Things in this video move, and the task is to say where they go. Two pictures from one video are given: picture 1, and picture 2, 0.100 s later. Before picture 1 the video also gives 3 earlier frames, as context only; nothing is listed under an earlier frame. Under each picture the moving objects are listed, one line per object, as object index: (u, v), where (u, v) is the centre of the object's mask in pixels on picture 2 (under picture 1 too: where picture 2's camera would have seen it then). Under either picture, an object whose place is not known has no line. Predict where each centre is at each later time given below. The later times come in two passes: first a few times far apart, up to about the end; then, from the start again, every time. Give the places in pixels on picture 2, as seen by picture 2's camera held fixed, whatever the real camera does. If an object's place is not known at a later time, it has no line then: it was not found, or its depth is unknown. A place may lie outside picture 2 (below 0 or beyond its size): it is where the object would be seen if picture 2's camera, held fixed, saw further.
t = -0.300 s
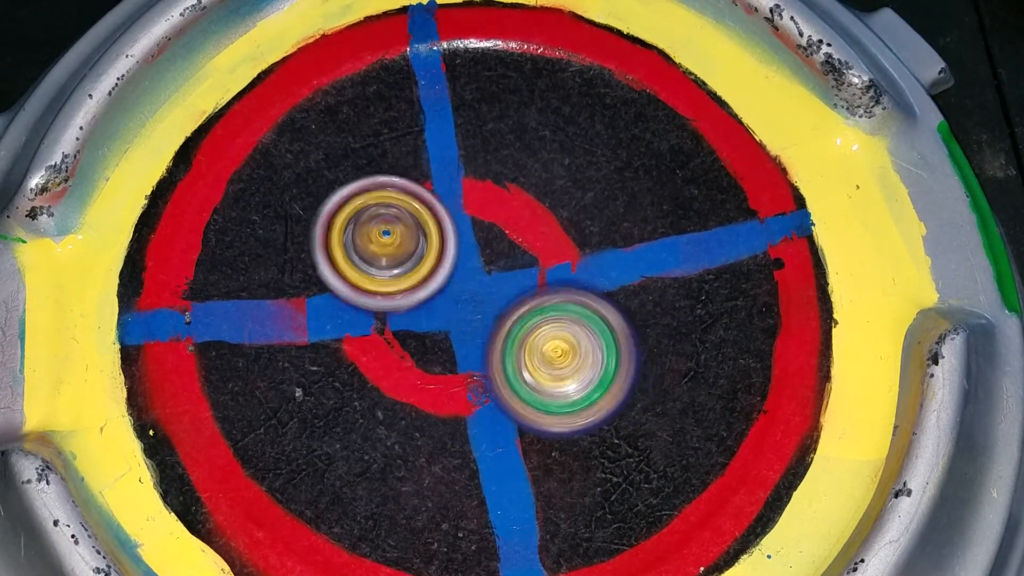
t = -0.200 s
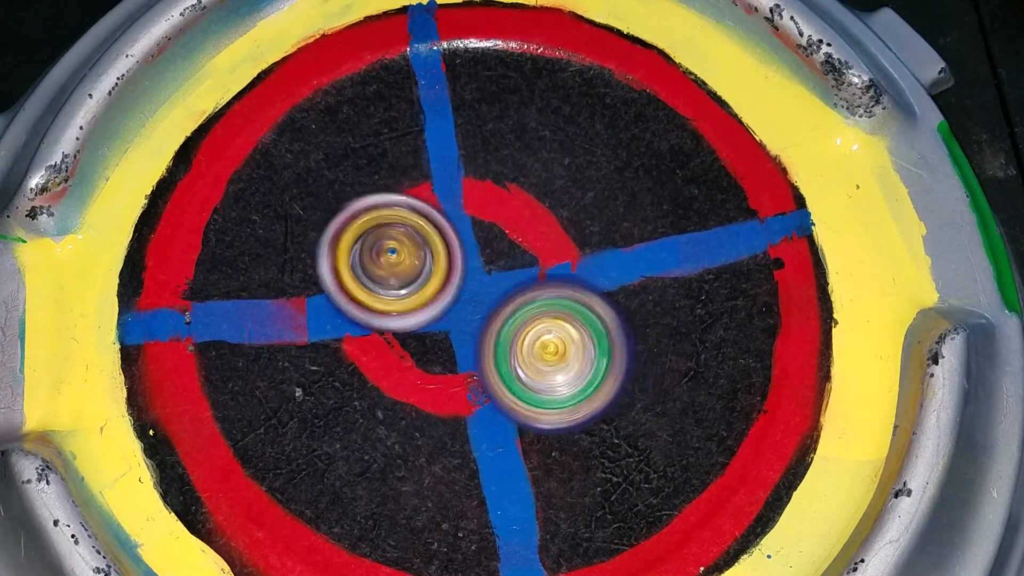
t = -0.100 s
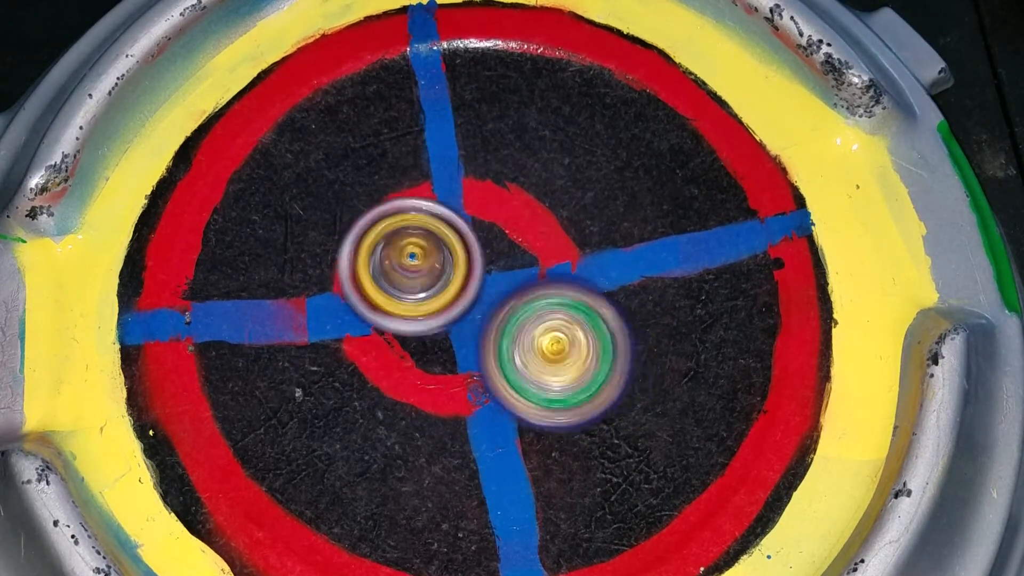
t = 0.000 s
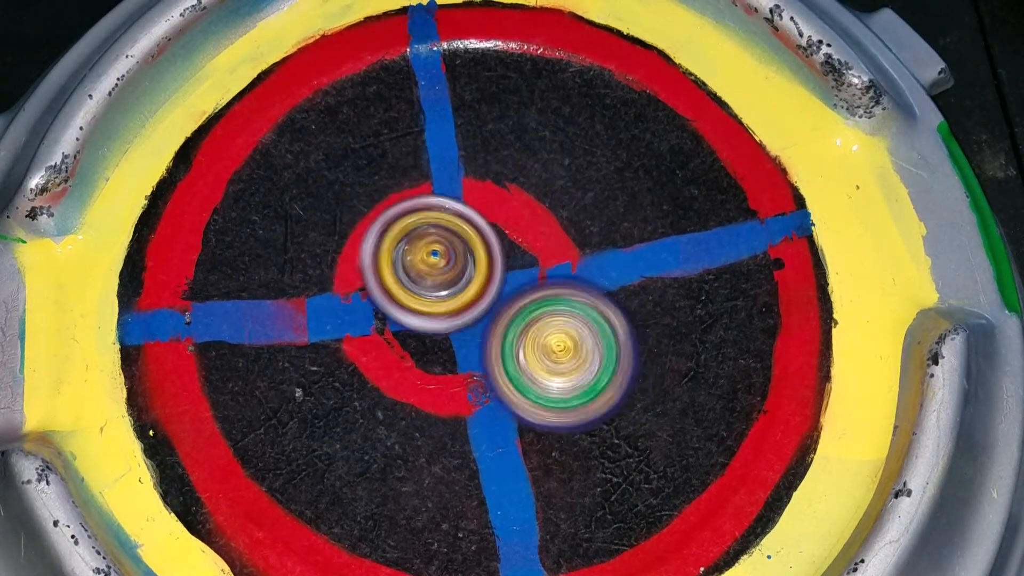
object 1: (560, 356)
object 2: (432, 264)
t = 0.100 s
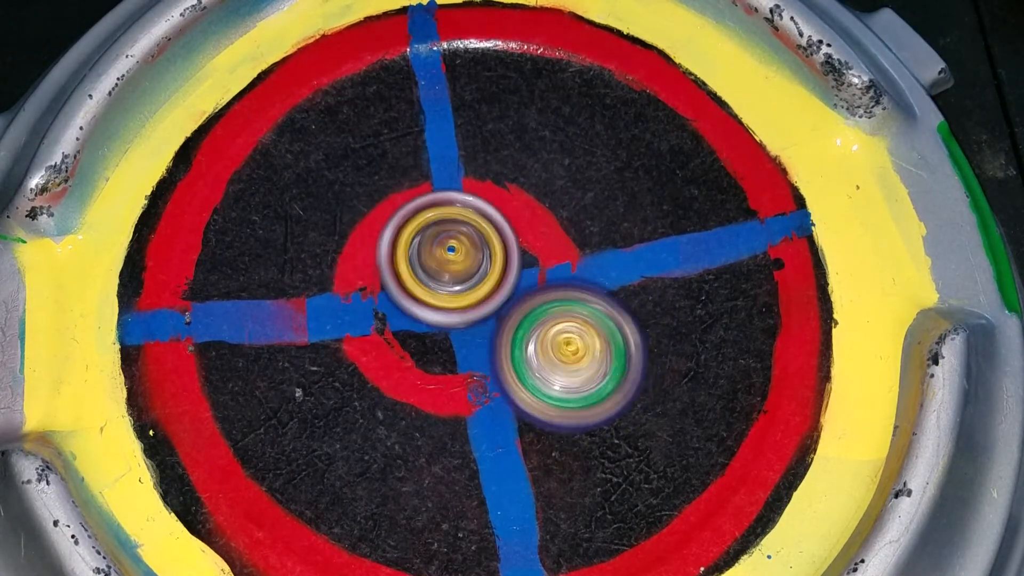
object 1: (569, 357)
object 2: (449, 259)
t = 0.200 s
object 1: (566, 358)
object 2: (456, 250)
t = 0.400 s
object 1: (560, 361)
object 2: (465, 226)
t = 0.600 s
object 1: (554, 367)
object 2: (458, 254)
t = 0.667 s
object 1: (564, 380)
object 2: (455, 264)
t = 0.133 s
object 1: (568, 357)
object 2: (450, 256)
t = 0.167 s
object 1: (567, 358)
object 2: (453, 254)
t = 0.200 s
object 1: (566, 358)
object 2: (456, 250)
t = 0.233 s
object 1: (565, 358)
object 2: (462, 246)
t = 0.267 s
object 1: (564, 358)
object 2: (466, 242)
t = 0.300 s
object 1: (564, 358)
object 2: (466, 238)
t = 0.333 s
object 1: (562, 359)
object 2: (465, 232)
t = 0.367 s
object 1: (562, 359)
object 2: (465, 227)
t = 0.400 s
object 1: (560, 361)
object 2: (465, 226)
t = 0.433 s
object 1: (559, 362)
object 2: (465, 228)
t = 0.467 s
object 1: (557, 362)
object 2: (464, 230)
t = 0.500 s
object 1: (555, 364)
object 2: (463, 234)
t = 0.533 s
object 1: (554, 364)
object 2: (460, 237)
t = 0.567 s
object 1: (553, 365)
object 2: (458, 245)
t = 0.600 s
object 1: (554, 367)
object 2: (458, 254)
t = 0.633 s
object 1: (562, 377)
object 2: (456, 258)
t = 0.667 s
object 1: (564, 380)
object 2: (455, 264)
